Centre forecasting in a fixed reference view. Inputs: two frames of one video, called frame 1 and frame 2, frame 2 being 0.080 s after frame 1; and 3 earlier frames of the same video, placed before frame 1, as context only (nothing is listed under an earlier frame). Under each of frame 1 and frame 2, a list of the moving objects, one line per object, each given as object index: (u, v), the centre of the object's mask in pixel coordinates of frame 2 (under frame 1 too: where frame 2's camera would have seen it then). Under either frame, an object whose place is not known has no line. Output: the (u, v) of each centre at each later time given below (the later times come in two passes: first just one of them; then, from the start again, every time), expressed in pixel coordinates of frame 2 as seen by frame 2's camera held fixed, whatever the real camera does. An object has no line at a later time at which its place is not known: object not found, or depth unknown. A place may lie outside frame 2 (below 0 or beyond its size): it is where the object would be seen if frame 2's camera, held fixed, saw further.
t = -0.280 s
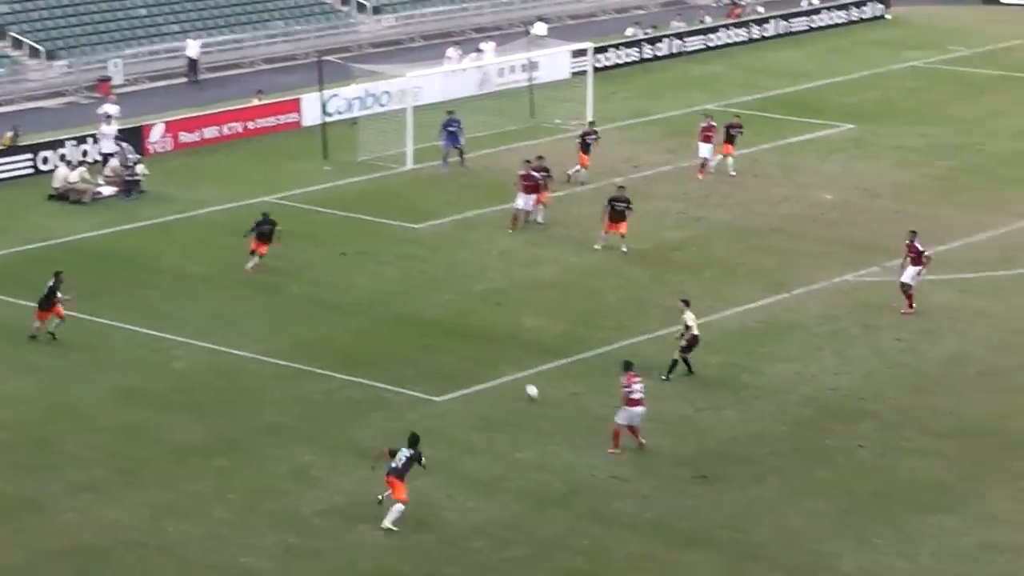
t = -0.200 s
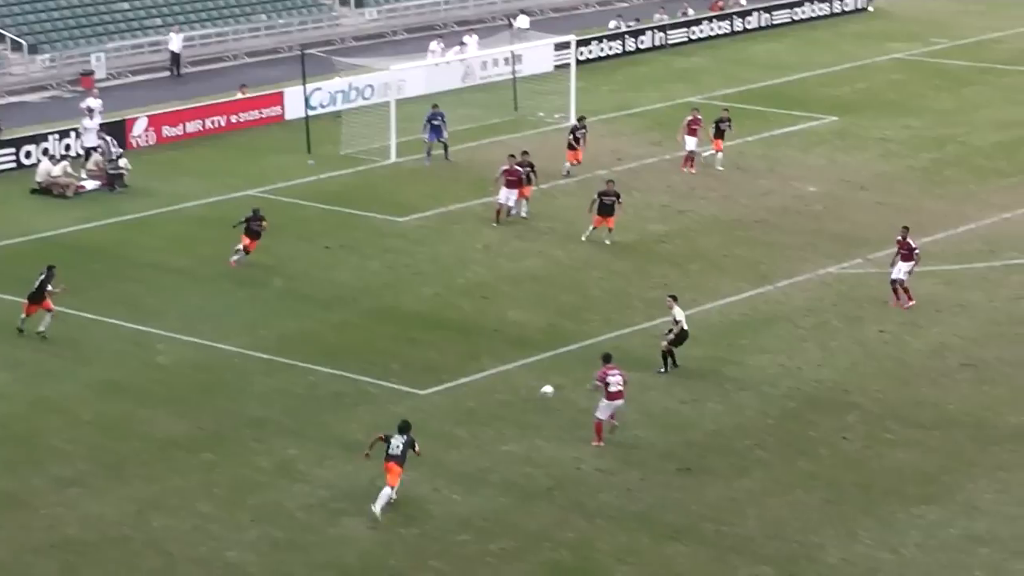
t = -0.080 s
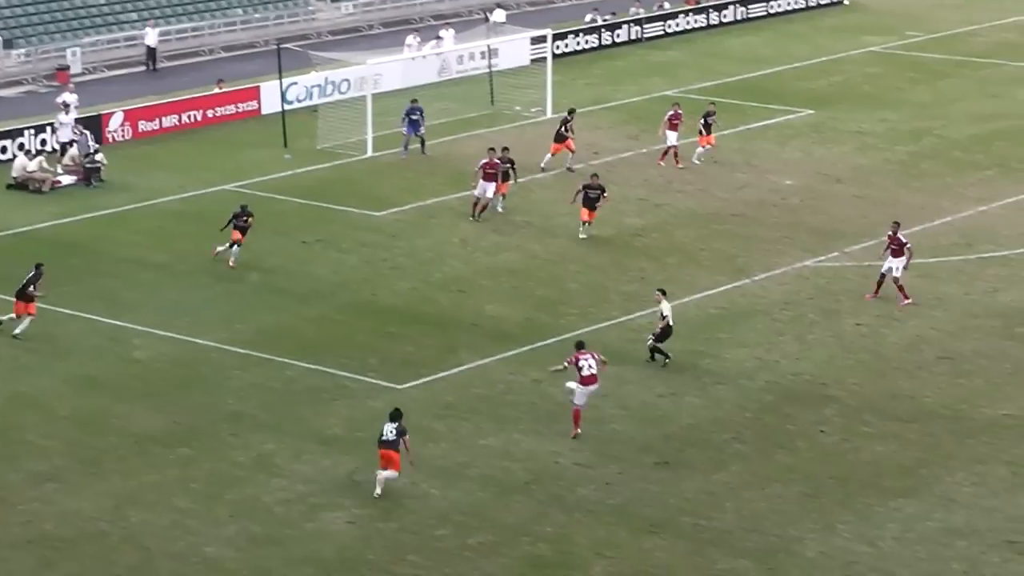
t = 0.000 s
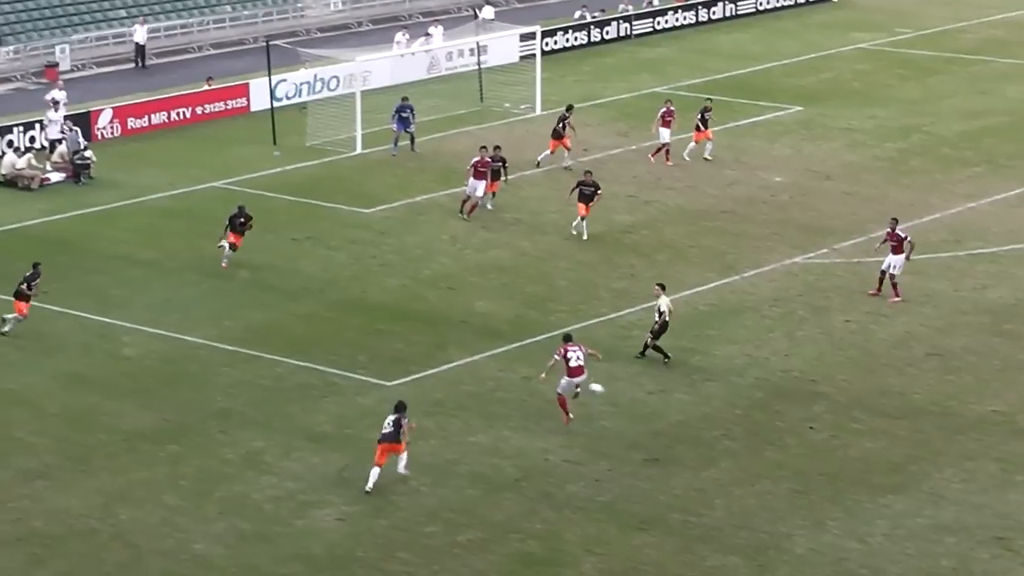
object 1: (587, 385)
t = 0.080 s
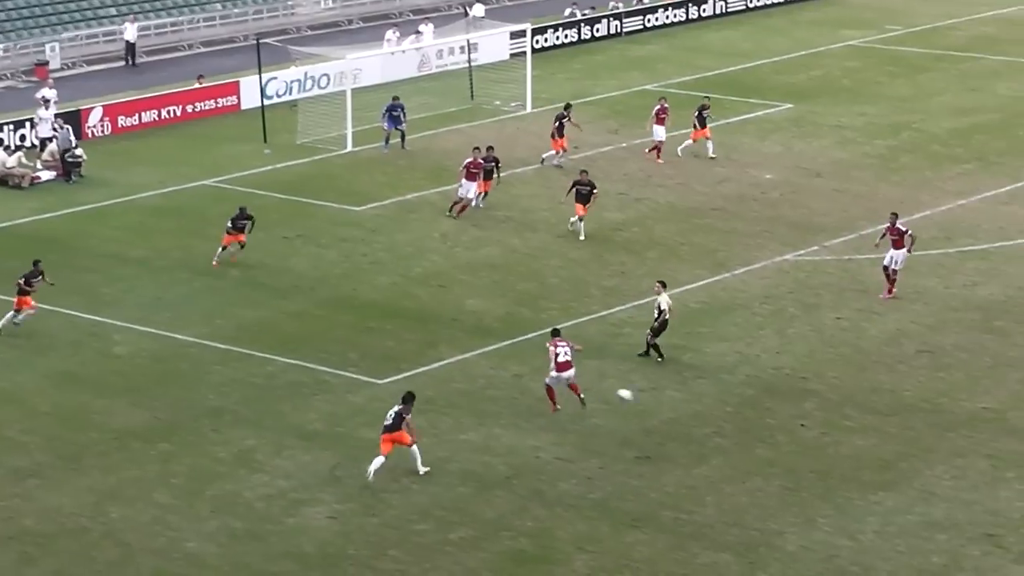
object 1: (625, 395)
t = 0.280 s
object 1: (724, 433)
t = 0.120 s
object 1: (644, 401)
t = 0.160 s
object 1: (664, 407)
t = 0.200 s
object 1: (684, 414)
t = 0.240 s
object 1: (704, 424)
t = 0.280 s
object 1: (724, 433)
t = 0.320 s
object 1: (745, 445)
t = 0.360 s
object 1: (765, 456)
